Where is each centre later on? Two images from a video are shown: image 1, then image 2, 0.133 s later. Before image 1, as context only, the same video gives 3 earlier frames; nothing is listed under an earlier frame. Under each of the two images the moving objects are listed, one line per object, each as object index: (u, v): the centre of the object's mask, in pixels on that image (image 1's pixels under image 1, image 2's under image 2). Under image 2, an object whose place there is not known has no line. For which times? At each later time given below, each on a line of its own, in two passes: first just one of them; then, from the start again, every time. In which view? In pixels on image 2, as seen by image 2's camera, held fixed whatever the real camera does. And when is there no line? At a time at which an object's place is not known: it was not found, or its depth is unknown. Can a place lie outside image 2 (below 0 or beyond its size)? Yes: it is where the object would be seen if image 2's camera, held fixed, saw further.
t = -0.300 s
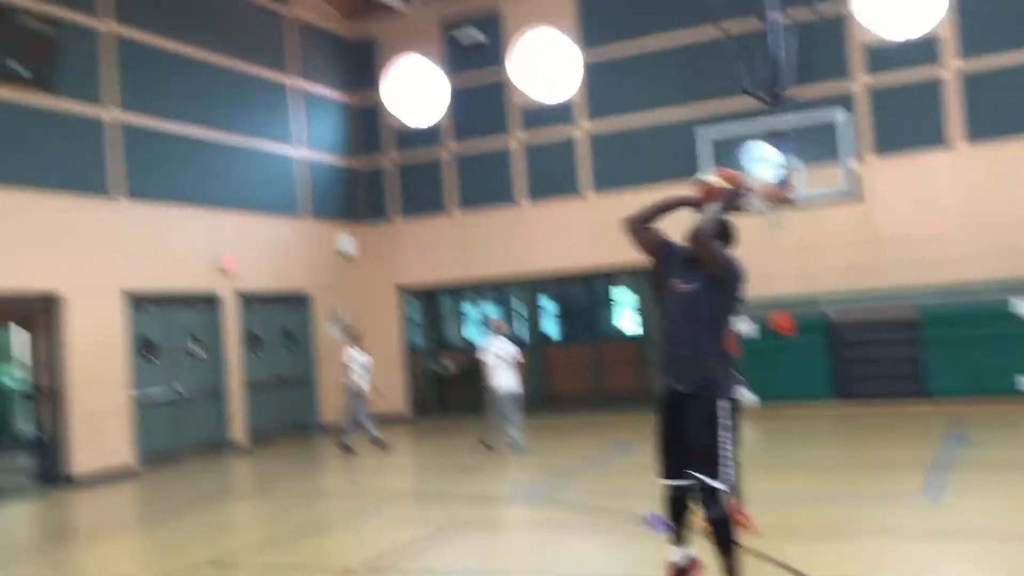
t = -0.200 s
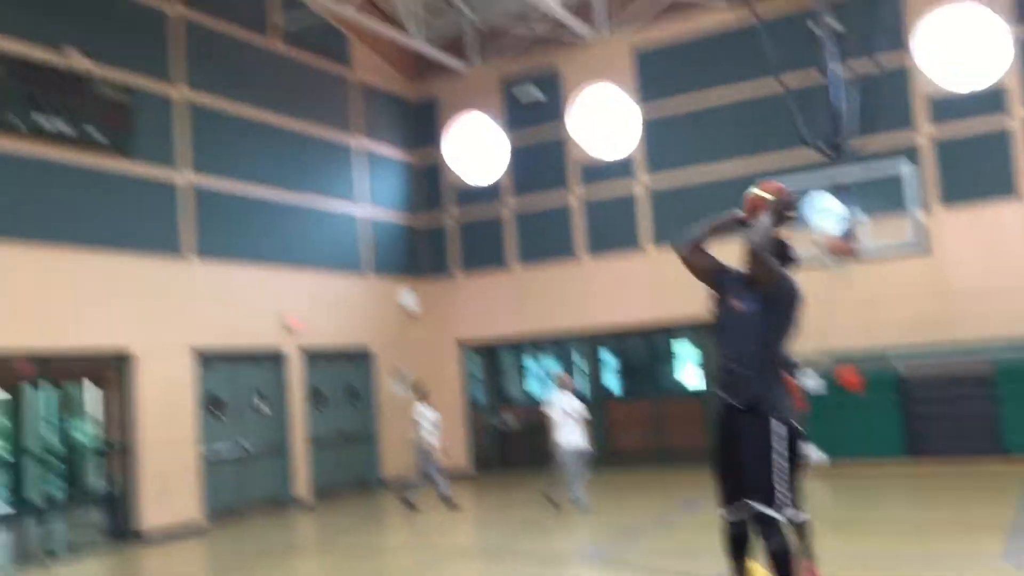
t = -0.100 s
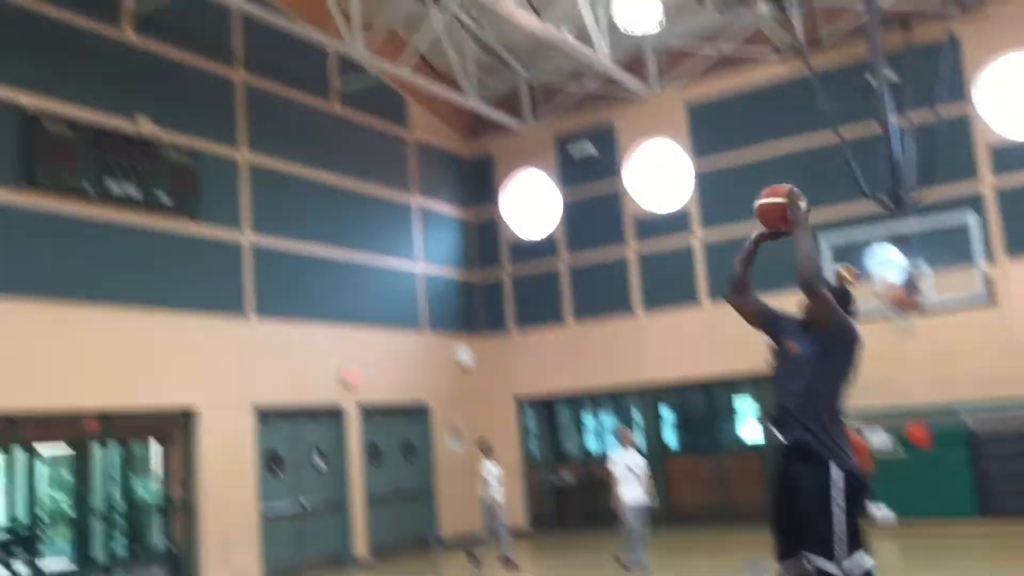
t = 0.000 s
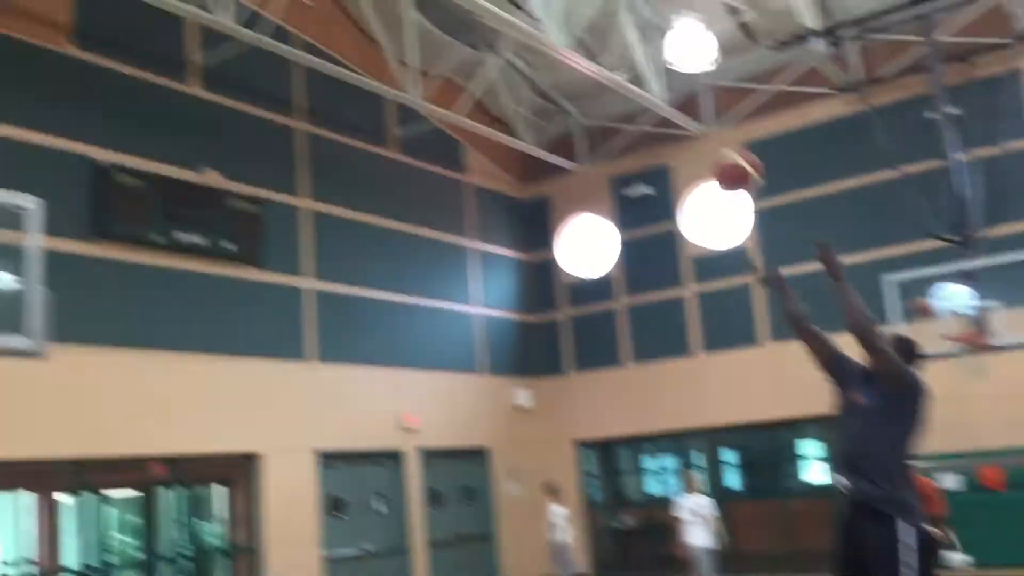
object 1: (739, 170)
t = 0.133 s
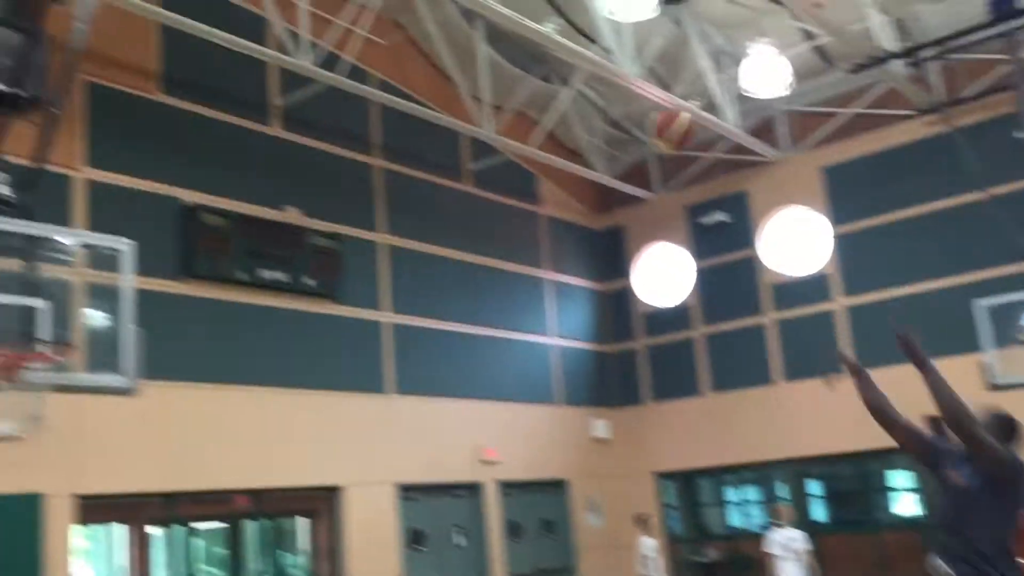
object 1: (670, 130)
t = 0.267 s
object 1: (543, 97)
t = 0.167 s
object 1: (638, 119)
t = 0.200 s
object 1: (606, 109)
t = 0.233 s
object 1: (574, 102)
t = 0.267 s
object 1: (543, 97)
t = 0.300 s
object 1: (514, 94)
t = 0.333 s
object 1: (487, 91)
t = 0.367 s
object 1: (460, 90)
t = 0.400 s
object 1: (434, 93)
